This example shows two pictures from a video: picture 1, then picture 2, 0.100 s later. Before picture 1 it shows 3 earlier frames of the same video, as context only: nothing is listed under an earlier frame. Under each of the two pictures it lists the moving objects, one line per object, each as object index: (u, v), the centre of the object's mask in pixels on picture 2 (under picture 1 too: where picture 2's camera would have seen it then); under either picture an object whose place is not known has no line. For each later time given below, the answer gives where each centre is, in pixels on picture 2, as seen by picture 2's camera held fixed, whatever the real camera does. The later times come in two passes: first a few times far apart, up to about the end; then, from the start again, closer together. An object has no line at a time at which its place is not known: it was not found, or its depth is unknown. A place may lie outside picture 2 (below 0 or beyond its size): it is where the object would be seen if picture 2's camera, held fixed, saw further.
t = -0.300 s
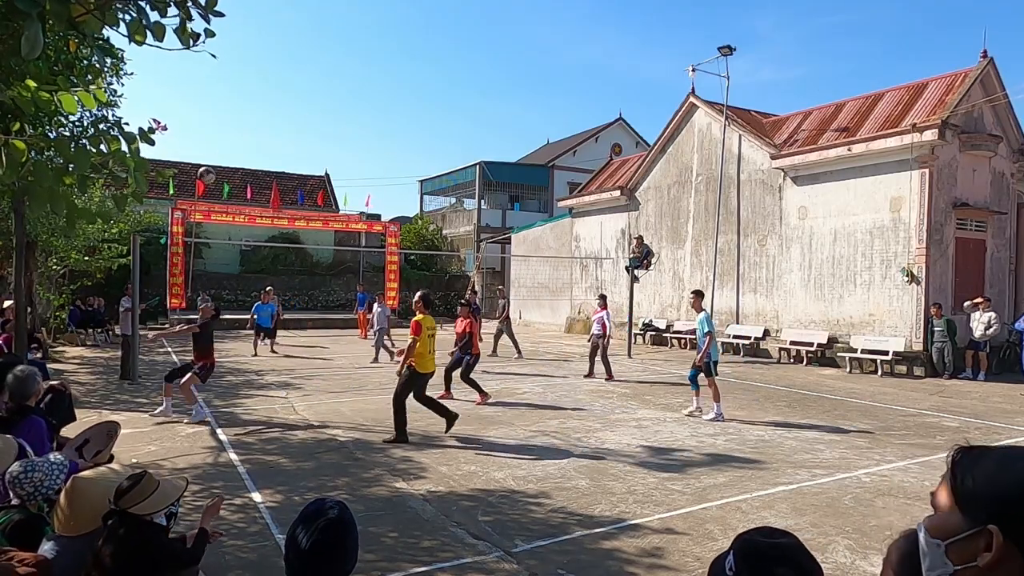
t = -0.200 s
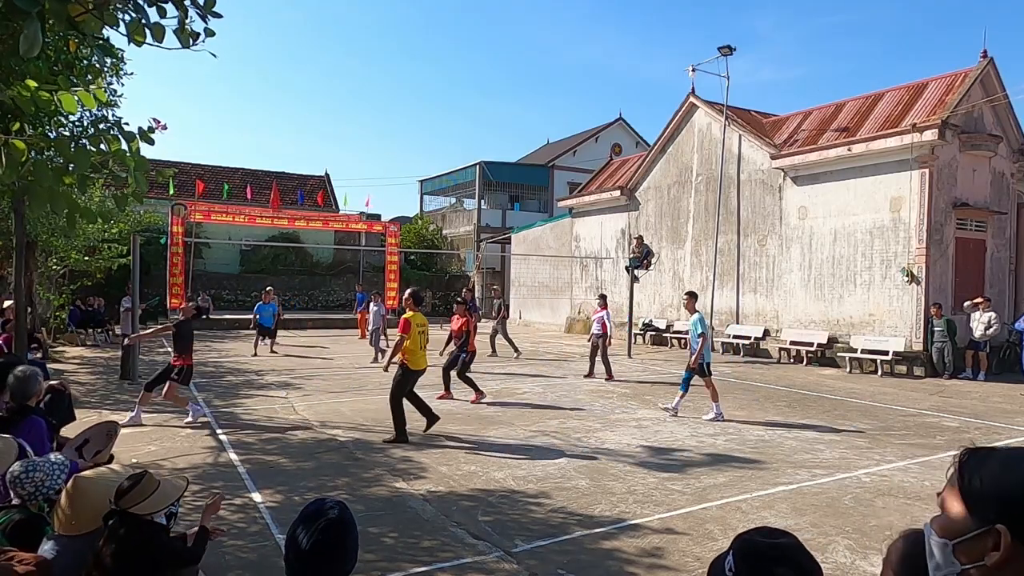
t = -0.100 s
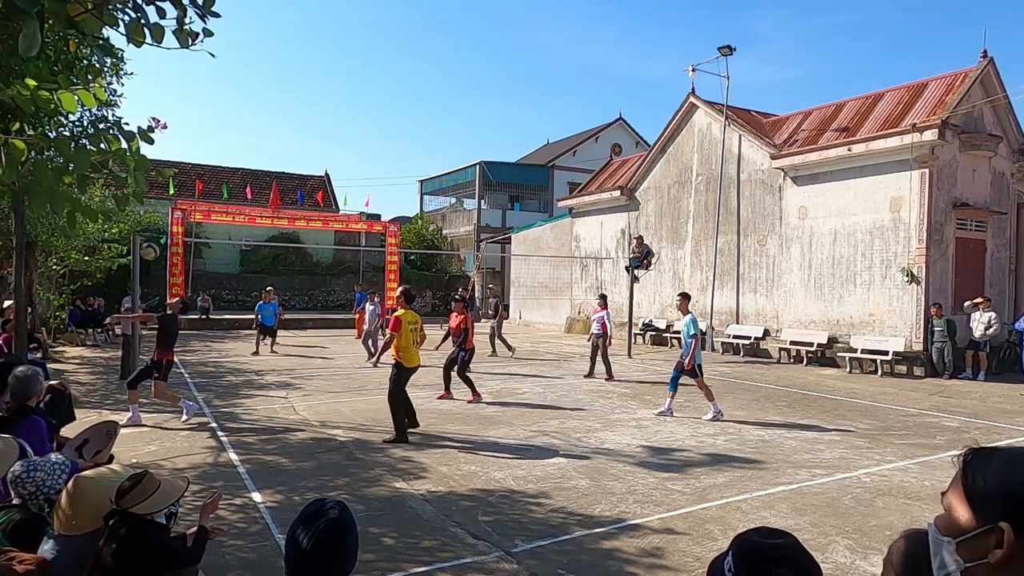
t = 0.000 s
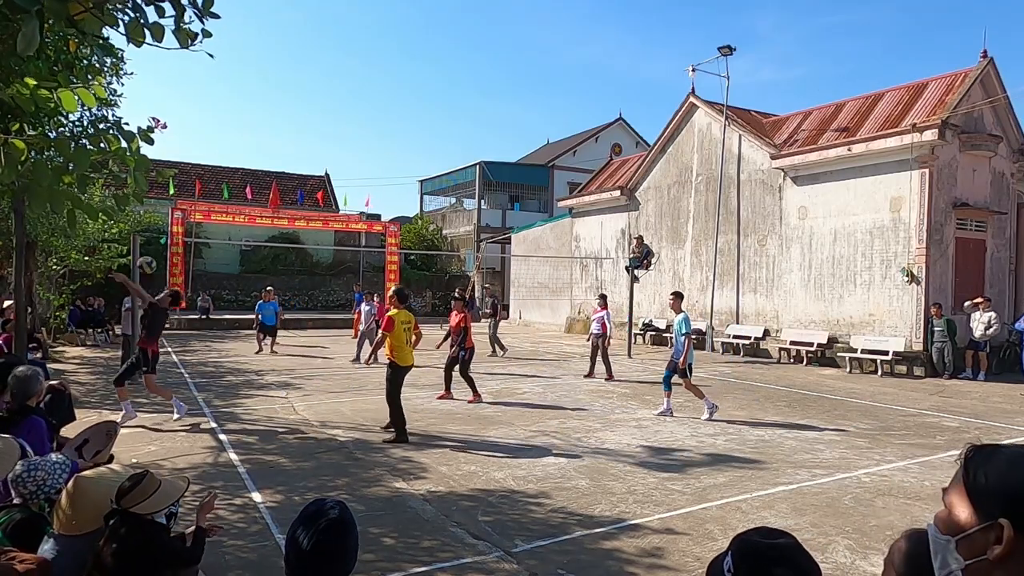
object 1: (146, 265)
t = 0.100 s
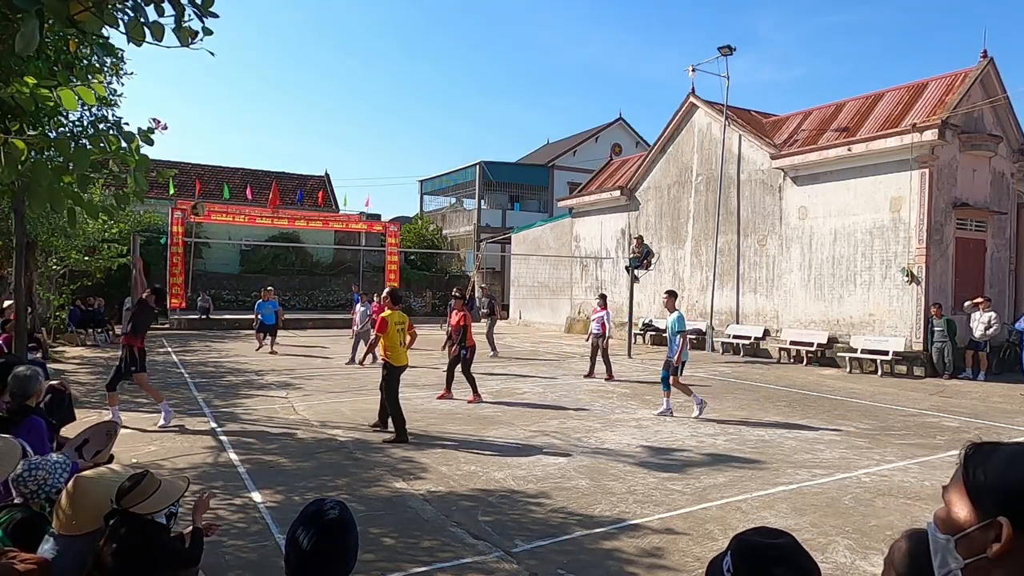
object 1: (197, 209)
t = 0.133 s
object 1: (214, 192)
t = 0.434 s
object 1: (344, 98)
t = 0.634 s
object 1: (415, 77)
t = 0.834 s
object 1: (476, 83)
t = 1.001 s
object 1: (521, 106)
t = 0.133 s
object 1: (214, 192)
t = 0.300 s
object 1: (290, 130)
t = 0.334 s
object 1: (304, 120)
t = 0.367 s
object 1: (318, 112)
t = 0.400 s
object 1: (331, 105)
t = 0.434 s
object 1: (344, 98)
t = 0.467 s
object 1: (356, 93)
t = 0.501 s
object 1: (369, 88)
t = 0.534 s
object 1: (381, 84)
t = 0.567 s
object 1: (392, 81)
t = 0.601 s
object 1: (404, 79)
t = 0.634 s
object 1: (415, 77)
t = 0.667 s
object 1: (426, 77)
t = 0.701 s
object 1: (436, 77)
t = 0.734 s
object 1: (447, 77)
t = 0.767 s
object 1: (457, 79)
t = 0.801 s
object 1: (467, 81)
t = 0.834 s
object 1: (476, 83)
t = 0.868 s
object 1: (486, 86)
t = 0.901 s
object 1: (495, 90)
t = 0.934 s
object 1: (504, 95)
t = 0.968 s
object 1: (513, 100)
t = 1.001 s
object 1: (521, 106)
